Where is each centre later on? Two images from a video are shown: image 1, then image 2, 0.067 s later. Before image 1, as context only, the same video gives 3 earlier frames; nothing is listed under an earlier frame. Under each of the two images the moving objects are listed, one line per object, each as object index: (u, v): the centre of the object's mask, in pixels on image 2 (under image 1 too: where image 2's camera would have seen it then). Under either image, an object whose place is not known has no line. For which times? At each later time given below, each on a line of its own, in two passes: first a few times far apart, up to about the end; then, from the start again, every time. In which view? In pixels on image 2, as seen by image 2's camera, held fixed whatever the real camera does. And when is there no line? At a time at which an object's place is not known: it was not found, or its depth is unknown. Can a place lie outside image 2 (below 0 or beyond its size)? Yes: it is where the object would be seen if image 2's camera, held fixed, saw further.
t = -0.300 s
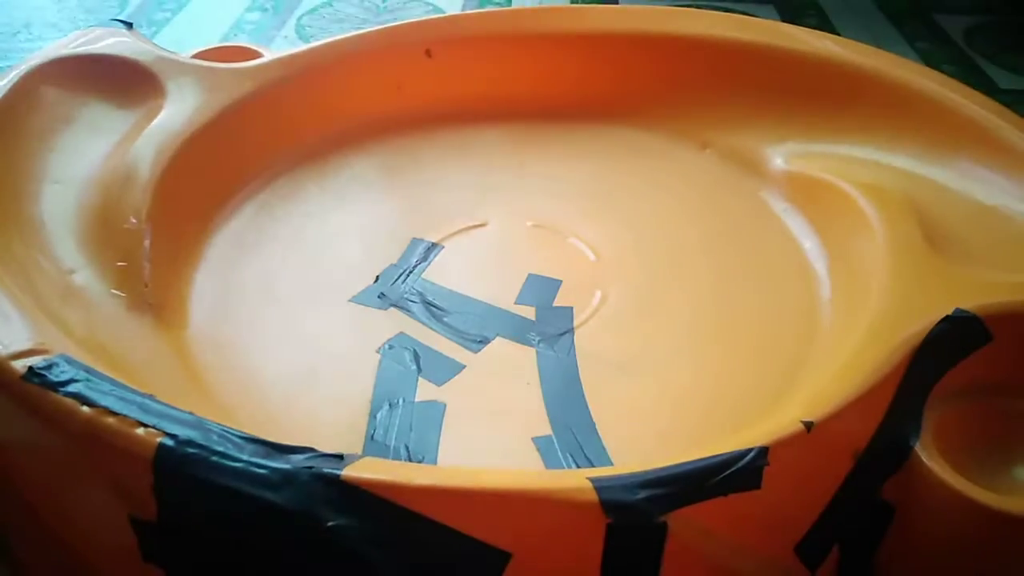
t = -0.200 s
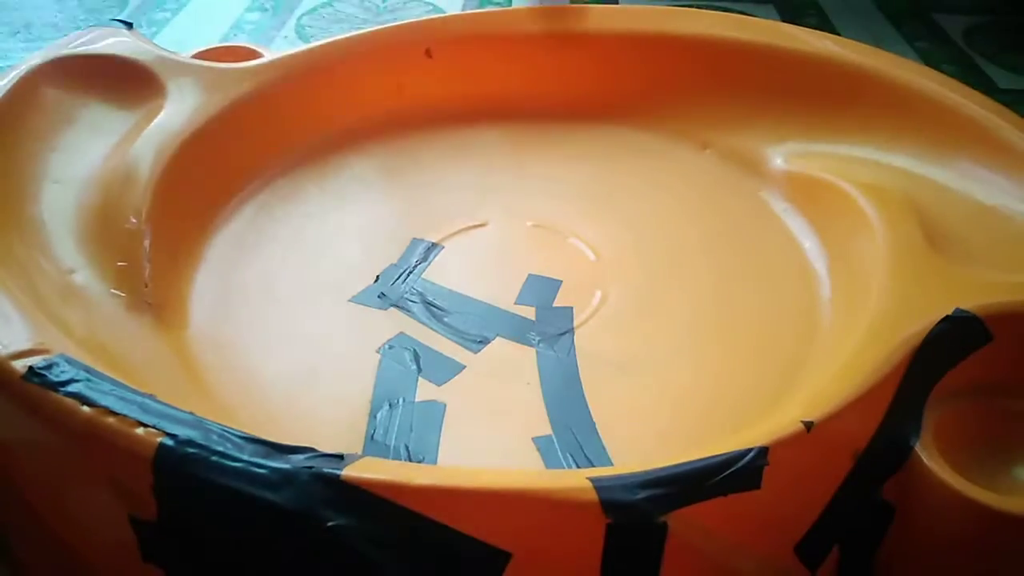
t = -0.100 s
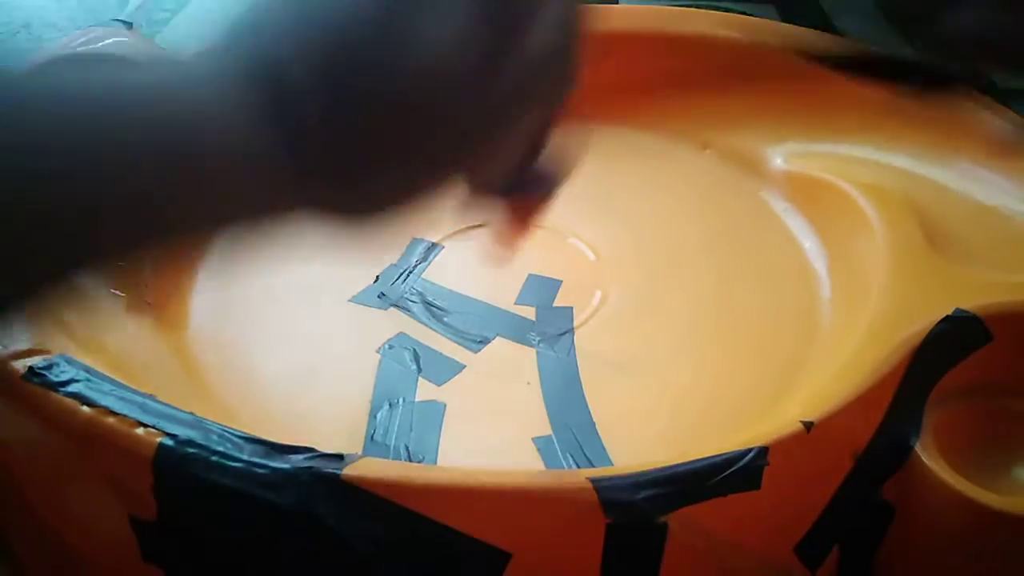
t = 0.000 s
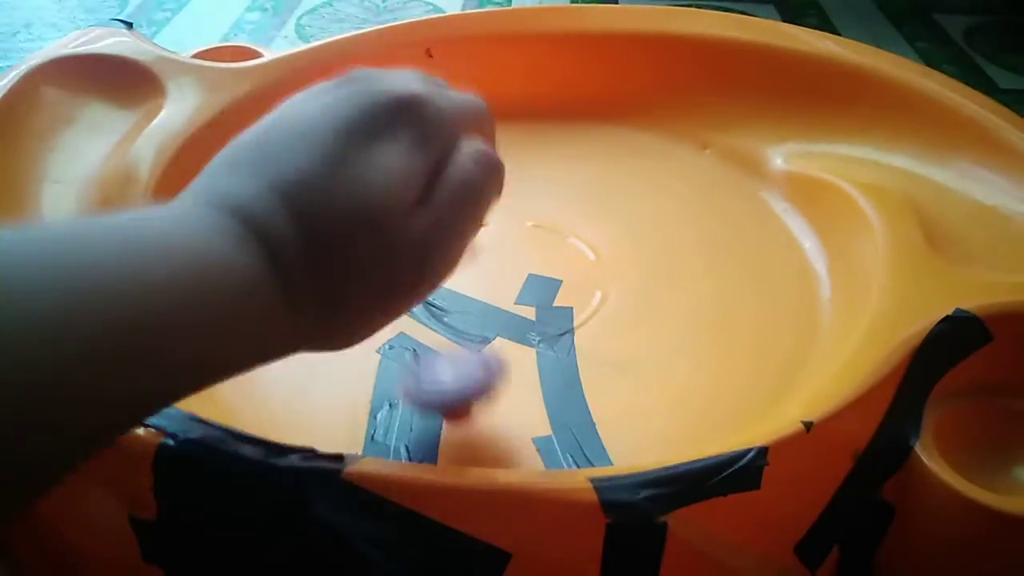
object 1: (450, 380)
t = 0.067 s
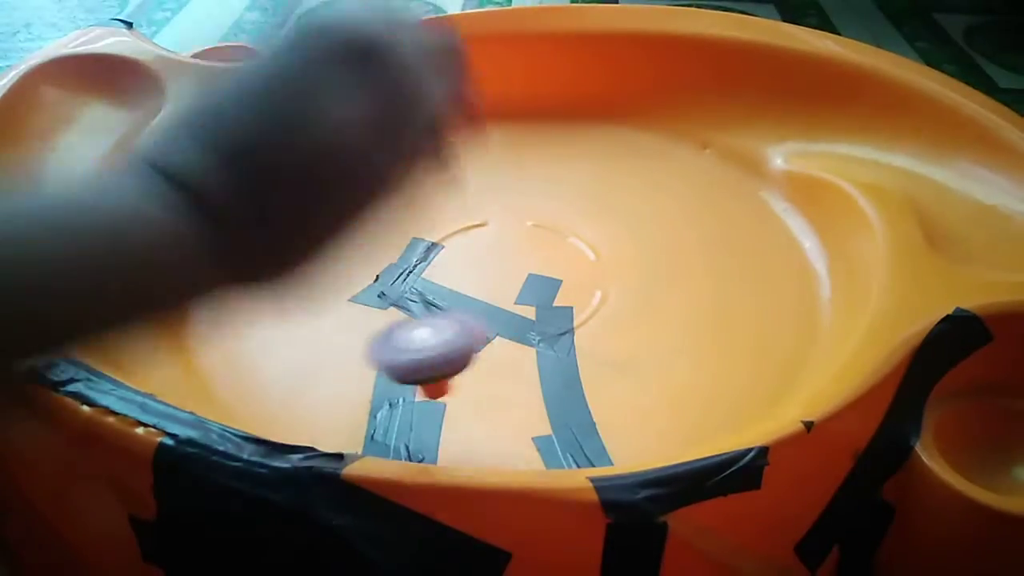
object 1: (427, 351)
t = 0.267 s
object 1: (351, 408)
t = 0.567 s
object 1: (315, 401)
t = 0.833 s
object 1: (366, 338)
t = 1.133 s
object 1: (325, 231)
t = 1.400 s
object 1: (287, 176)
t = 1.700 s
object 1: (402, 189)
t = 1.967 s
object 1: (463, 161)
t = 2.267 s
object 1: (486, 122)
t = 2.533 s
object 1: (486, 113)
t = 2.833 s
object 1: (501, 158)
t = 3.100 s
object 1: (598, 209)
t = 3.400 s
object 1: (737, 235)
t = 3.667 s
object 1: (757, 242)
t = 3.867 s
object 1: (658, 239)
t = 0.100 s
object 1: (417, 358)
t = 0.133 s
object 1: (407, 388)
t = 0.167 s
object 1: (391, 396)
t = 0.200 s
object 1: (377, 396)
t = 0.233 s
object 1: (363, 406)
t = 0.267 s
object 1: (351, 408)
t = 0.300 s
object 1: (338, 409)
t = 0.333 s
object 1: (326, 409)
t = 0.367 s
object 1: (319, 408)
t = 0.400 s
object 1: (313, 407)
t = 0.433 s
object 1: (310, 407)
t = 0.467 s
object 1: (308, 406)
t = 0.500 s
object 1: (309, 405)
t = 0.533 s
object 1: (311, 404)
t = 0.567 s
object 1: (315, 401)
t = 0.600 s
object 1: (321, 396)
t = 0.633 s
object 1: (328, 391)
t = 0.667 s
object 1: (335, 384)
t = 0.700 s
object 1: (342, 377)
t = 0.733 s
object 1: (350, 368)
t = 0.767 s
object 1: (356, 359)
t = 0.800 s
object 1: (362, 348)
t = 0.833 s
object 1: (366, 338)
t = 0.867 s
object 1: (369, 326)
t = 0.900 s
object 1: (368, 315)
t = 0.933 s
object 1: (366, 304)
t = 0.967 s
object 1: (363, 291)
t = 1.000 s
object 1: (360, 280)
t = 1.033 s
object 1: (353, 268)
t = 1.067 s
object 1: (345, 256)
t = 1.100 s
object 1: (336, 244)
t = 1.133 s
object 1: (325, 231)
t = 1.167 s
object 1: (313, 220)
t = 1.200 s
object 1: (300, 208)
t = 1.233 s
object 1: (286, 196)
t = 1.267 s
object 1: (274, 186)
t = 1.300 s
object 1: (263, 176)
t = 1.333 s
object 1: (263, 170)
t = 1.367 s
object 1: (275, 174)
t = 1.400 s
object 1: (287, 176)
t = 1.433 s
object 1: (301, 179)
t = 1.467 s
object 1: (314, 182)
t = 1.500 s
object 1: (329, 186)
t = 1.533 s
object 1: (343, 189)
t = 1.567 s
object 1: (356, 190)
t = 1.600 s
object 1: (369, 191)
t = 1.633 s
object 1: (381, 191)
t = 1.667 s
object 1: (392, 191)
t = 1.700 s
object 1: (402, 189)
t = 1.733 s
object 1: (412, 187)
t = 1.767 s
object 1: (422, 184)
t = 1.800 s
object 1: (430, 181)
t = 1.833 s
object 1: (439, 177)
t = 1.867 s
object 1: (446, 173)
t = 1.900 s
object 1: (453, 168)
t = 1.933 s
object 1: (459, 164)
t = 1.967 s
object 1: (463, 161)
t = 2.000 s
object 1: (468, 157)
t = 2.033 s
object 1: (471, 153)
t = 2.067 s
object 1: (474, 148)
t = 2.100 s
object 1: (476, 144)
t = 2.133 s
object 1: (477, 140)
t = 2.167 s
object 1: (479, 136)
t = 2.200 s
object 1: (482, 131)
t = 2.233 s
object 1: (484, 127)
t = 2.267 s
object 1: (486, 122)
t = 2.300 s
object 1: (488, 119)
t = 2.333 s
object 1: (488, 116)
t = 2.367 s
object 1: (489, 114)
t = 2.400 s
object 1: (489, 112)
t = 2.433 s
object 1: (489, 111)
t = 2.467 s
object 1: (489, 111)
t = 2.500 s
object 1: (488, 112)
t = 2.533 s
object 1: (486, 113)
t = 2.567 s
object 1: (486, 115)
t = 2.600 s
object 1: (485, 119)
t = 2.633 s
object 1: (484, 123)
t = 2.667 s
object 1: (484, 128)
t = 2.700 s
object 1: (485, 132)
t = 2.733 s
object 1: (487, 138)
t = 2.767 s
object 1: (491, 144)
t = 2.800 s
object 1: (496, 151)
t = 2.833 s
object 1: (501, 158)
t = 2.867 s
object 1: (510, 166)
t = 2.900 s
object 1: (520, 172)
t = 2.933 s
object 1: (531, 179)
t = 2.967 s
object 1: (543, 185)
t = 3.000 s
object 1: (557, 192)
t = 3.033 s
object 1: (571, 198)
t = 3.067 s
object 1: (585, 204)
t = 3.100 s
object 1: (598, 209)
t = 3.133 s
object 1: (613, 212)
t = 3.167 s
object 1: (629, 216)
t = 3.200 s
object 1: (644, 220)
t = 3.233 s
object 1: (660, 222)
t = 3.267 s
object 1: (676, 225)
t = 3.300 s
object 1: (692, 228)
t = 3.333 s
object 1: (707, 230)
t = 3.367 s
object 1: (722, 232)
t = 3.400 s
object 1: (737, 235)
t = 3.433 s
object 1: (750, 236)
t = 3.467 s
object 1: (763, 238)
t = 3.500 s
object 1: (775, 240)
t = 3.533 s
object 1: (786, 241)
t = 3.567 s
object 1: (797, 242)
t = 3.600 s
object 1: (790, 242)
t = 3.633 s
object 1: (773, 242)
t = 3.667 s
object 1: (757, 242)
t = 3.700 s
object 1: (741, 242)
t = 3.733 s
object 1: (724, 241)
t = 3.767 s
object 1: (709, 241)
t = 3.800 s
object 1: (692, 240)
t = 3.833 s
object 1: (674, 239)
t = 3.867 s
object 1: (658, 239)
